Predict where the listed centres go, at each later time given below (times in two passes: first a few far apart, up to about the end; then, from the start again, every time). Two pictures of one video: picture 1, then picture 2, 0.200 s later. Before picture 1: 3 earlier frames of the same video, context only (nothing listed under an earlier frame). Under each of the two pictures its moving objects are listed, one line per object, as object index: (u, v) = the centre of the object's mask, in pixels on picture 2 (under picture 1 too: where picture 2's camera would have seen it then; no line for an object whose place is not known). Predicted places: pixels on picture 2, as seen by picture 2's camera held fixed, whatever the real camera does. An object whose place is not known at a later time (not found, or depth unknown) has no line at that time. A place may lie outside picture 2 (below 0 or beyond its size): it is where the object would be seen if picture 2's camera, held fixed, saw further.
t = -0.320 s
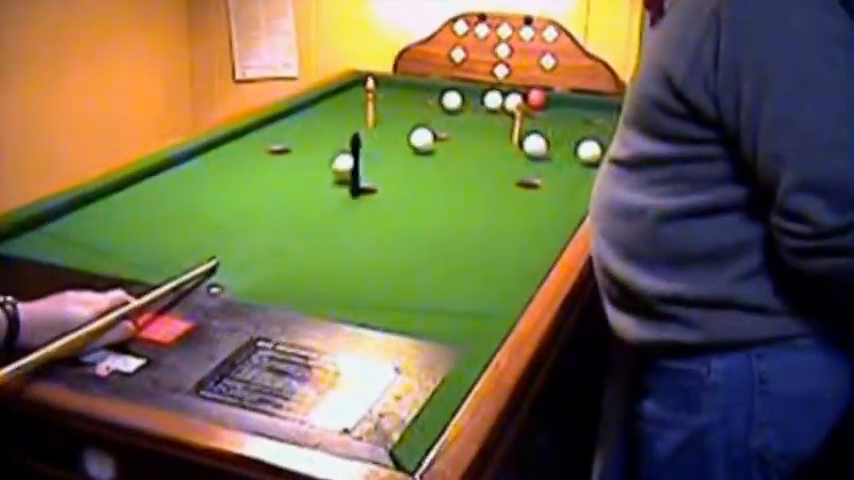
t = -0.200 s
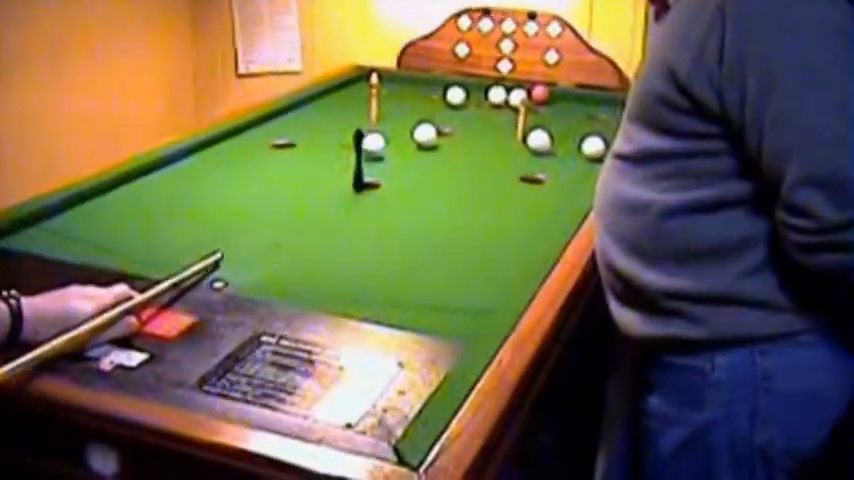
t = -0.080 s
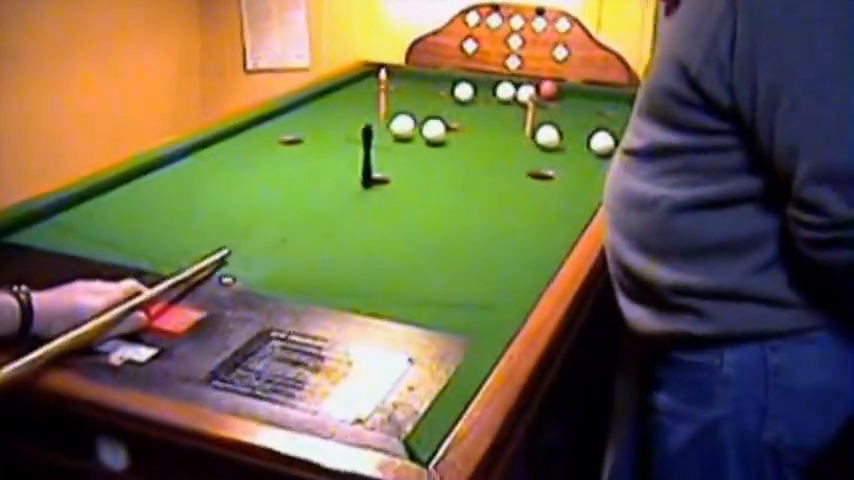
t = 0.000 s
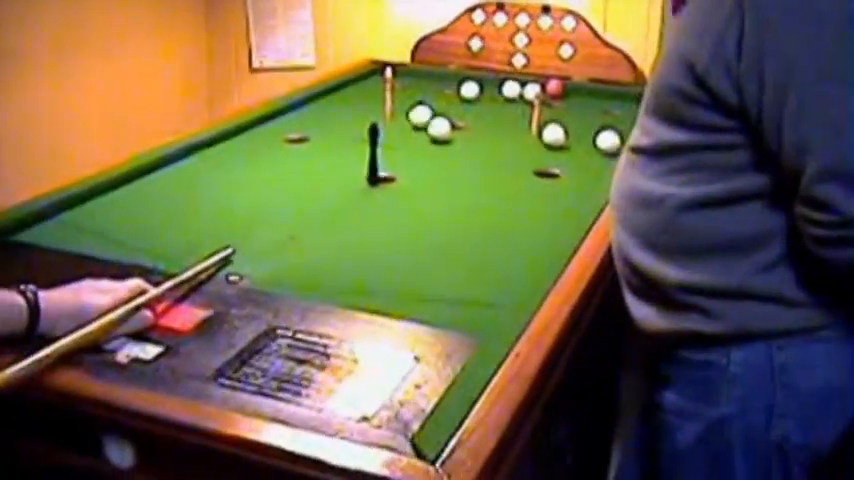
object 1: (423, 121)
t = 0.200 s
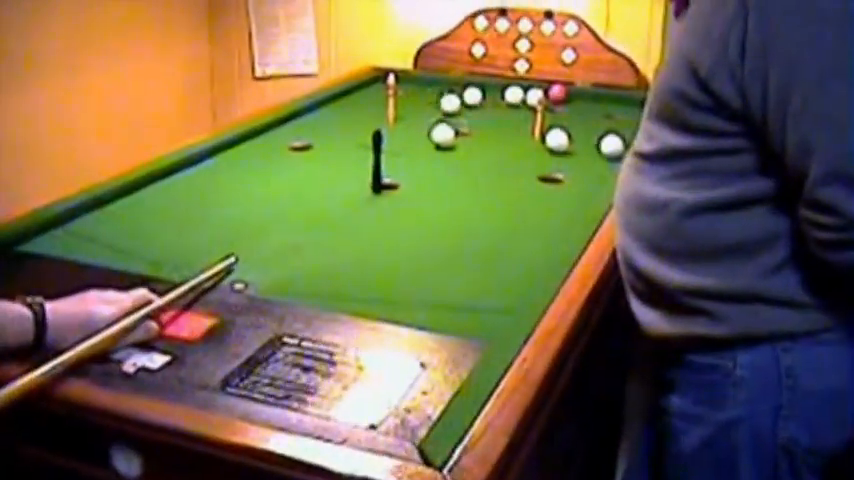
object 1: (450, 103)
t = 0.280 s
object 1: (454, 96)
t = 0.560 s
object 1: (437, 84)
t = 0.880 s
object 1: (414, 80)
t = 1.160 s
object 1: (411, 83)
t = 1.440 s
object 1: (415, 82)
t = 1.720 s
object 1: (415, 83)
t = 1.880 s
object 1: (415, 83)
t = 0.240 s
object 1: (453, 98)
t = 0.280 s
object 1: (454, 96)
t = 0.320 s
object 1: (451, 95)
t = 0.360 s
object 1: (448, 92)
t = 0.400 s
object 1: (445, 91)
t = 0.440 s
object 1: (443, 89)
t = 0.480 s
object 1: (440, 88)
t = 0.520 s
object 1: (439, 87)
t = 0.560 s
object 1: (437, 84)
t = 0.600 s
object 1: (436, 83)
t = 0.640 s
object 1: (435, 82)
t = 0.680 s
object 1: (433, 80)
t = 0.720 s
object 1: (432, 79)
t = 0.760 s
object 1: (427, 79)
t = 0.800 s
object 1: (423, 79)
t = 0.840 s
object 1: (419, 79)
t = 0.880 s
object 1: (414, 80)
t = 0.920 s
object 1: (410, 81)
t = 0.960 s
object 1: (406, 82)
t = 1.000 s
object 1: (403, 86)
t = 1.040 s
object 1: (403, 87)
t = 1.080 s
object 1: (407, 84)
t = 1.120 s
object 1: (410, 83)
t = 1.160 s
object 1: (411, 83)
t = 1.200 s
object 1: (412, 83)
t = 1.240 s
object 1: (413, 83)
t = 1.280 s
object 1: (414, 82)
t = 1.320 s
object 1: (414, 83)
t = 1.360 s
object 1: (414, 82)
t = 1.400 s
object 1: (415, 83)
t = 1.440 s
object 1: (415, 82)
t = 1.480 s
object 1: (416, 82)
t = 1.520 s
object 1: (416, 83)
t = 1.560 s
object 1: (416, 83)
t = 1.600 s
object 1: (416, 83)
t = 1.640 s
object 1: (416, 83)
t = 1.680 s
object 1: (416, 83)
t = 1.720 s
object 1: (415, 83)
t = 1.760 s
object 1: (415, 83)
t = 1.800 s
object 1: (415, 83)
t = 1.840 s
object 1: (415, 83)
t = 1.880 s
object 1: (415, 83)
